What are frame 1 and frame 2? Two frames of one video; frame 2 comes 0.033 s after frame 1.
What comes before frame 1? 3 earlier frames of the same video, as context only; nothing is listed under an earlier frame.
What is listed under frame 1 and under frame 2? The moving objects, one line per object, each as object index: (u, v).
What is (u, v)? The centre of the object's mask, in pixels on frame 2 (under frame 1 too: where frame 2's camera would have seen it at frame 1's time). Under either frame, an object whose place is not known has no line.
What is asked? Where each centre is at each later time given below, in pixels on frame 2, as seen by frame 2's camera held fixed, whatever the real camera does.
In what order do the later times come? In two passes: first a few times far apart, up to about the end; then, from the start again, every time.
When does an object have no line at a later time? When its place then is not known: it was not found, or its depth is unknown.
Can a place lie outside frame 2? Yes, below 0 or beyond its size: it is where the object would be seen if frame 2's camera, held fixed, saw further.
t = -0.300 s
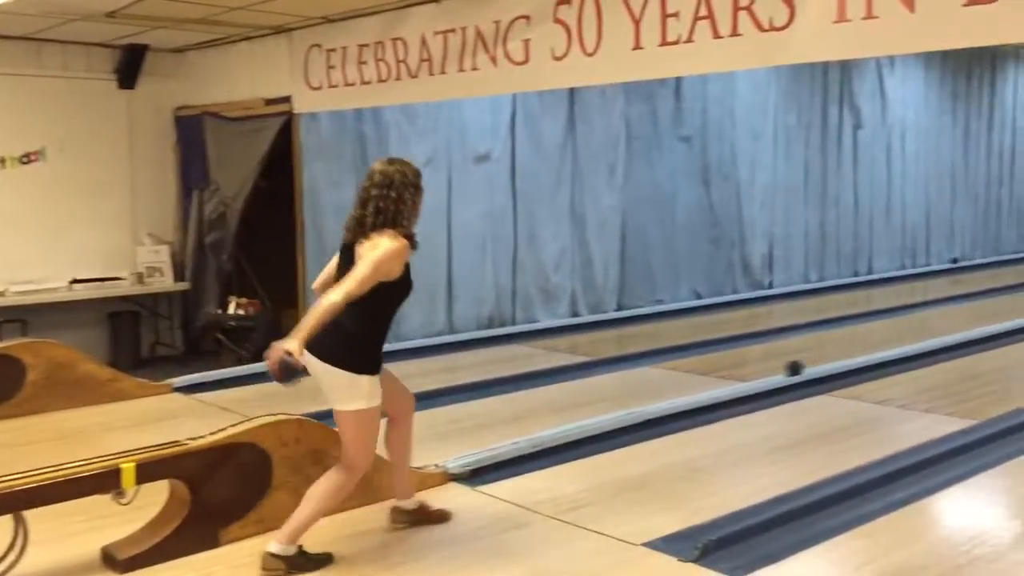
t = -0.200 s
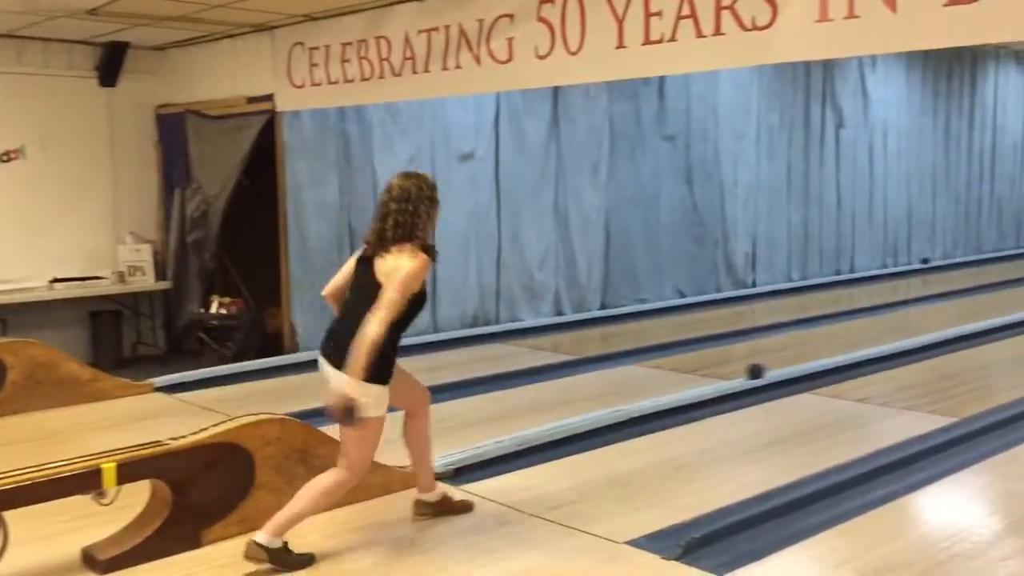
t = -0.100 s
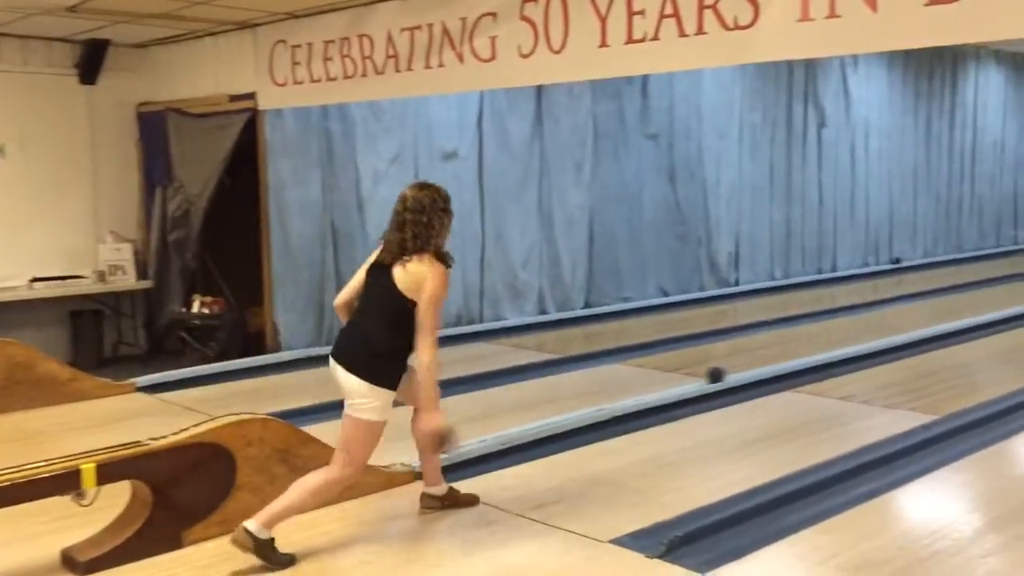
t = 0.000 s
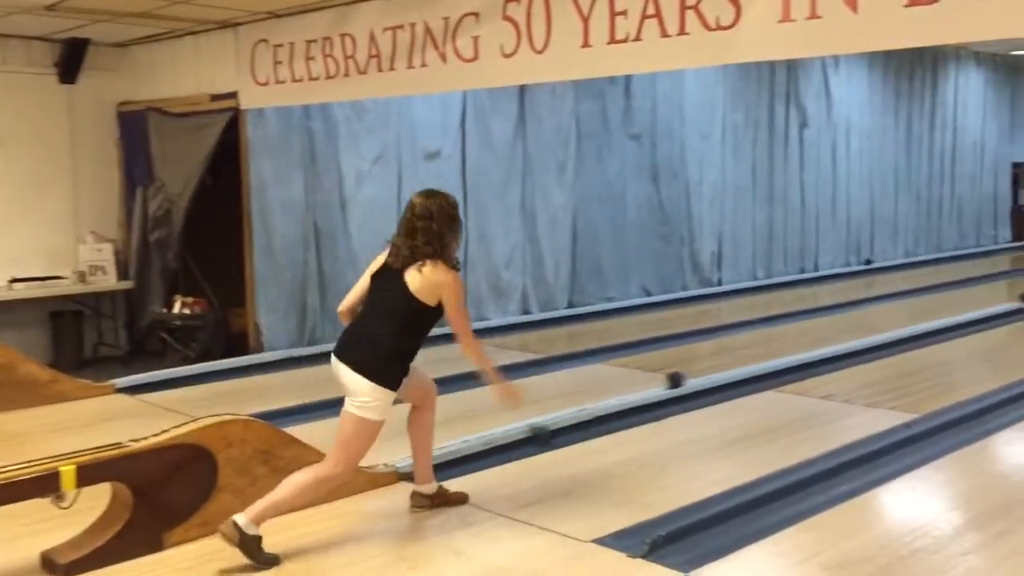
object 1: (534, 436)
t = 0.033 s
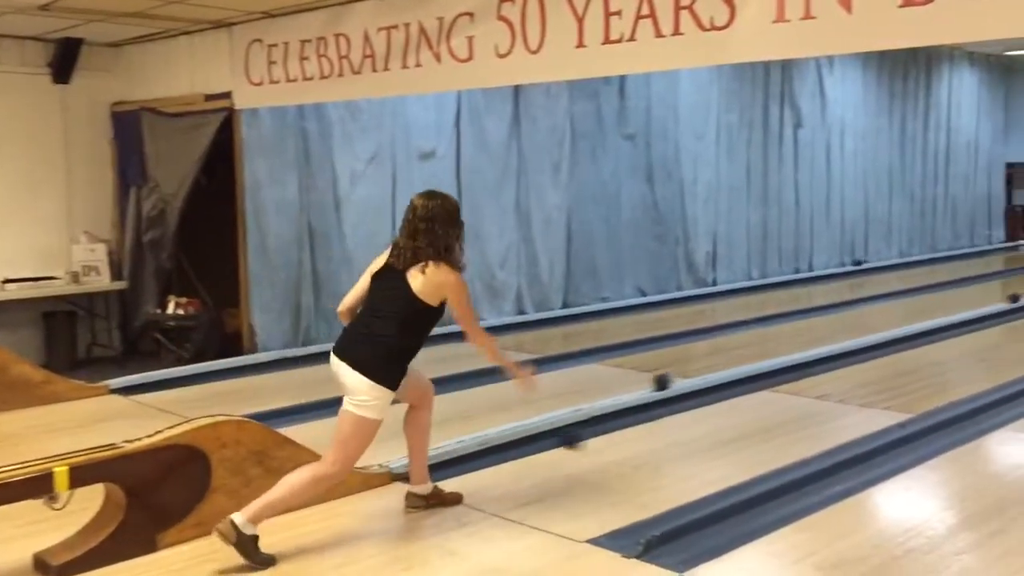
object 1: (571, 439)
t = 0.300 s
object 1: (775, 414)
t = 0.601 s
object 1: (918, 368)
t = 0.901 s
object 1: (1014, 339)
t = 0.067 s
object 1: (604, 444)
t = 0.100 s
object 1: (632, 448)
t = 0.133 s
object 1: (660, 452)
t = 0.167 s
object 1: (685, 439)
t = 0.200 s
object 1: (710, 429)
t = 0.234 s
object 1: (733, 422)
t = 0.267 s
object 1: (755, 417)
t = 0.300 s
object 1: (775, 414)
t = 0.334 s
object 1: (794, 407)
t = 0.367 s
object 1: (813, 400)
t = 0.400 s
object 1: (830, 396)
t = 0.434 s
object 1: (847, 390)
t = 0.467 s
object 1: (863, 385)
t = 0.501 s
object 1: (877, 381)
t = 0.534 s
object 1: (892, 376)
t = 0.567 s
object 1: (905, 372)
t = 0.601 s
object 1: (918, 368)
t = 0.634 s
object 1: (931, 365)
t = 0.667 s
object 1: (943, 361)
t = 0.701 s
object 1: (954, 357)
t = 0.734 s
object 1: (965, 354)
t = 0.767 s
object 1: (975, 351)
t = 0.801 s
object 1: (985, 348)
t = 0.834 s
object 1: (995, 345)
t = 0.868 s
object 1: (1005, 342)
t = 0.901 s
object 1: (1014, 339)
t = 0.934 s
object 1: (1022, 337)
